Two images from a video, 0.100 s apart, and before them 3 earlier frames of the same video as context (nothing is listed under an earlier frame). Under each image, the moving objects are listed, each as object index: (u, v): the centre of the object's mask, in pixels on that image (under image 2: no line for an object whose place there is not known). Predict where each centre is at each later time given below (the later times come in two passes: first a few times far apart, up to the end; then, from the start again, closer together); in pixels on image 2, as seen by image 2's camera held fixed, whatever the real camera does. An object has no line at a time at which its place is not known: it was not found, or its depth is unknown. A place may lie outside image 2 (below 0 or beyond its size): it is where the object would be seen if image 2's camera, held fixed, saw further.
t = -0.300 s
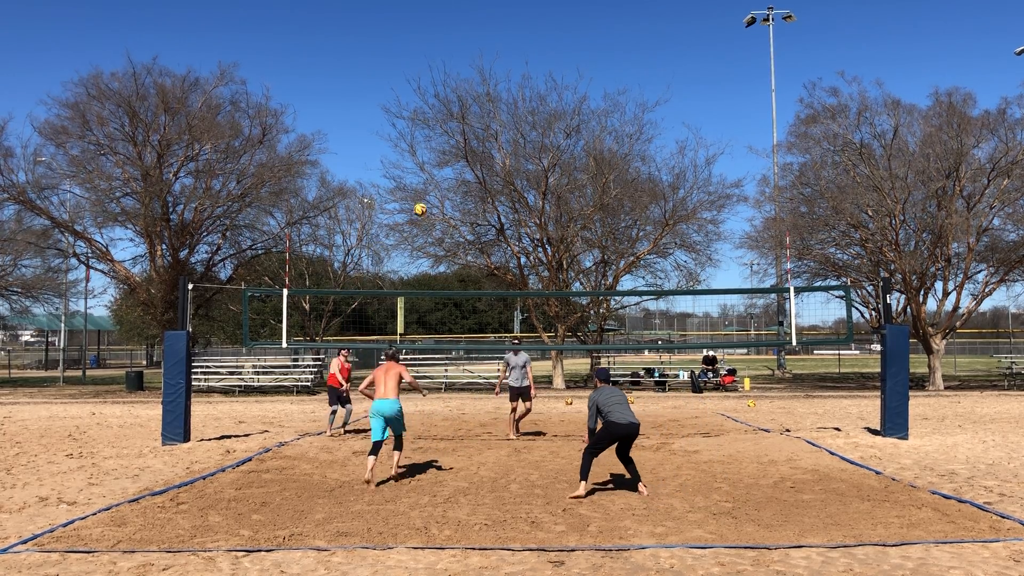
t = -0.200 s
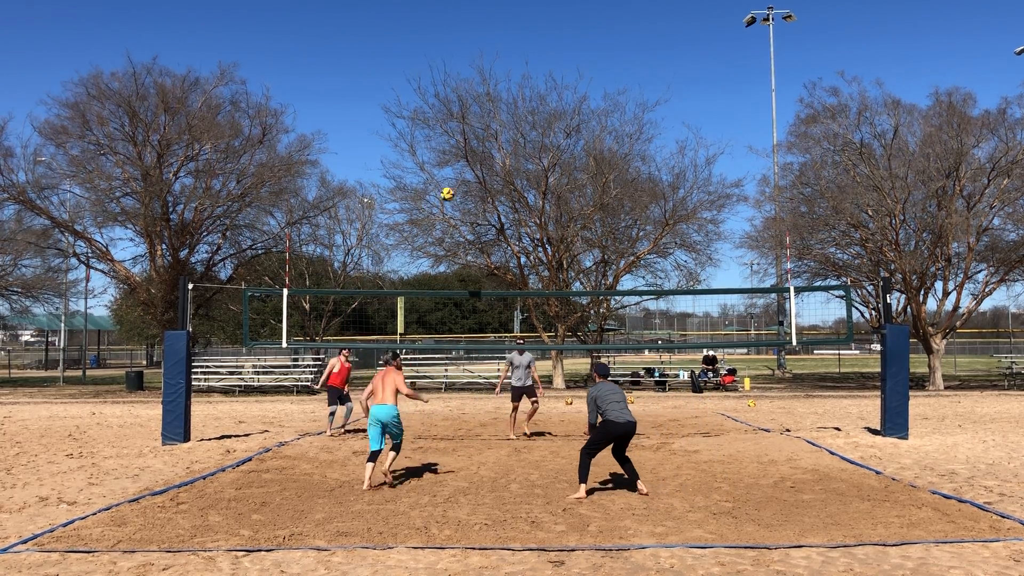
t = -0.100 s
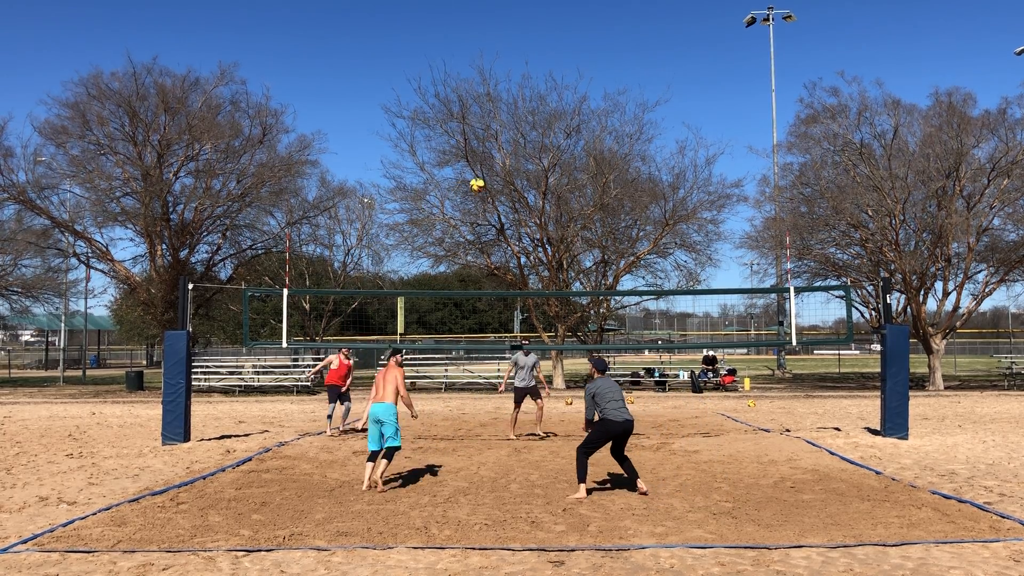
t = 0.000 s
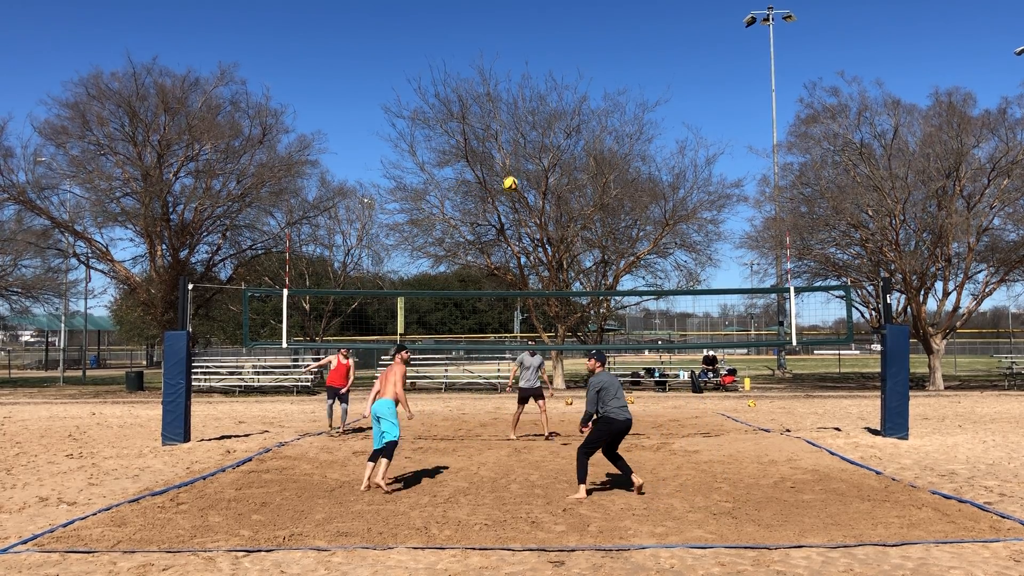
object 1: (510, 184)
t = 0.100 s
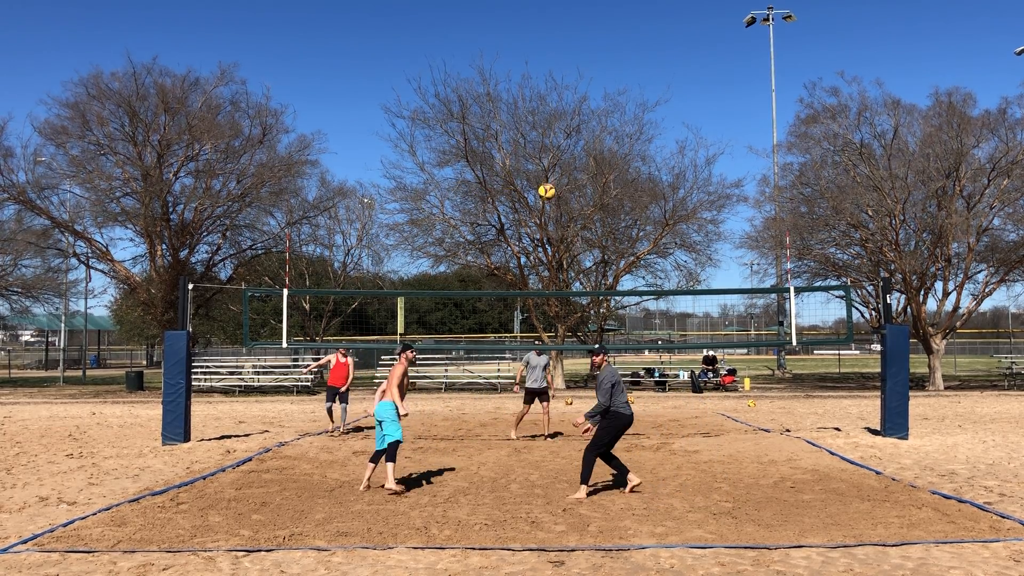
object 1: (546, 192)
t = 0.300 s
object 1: (636, 243)
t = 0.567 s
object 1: (807, 427)
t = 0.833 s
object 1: (999, 445)
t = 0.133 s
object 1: (559, 197)
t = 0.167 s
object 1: (574, 203)
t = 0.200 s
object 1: (588, 210)
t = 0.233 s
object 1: (603, 219)
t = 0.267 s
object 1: (619, 230)
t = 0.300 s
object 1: (636, 243)
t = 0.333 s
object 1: (653, 258)
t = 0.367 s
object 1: (672, 274)
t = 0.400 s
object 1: (691, 293)
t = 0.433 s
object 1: (713, 314)
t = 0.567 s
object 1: (807, 427)
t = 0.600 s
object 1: (834, 465)
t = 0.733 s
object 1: (931, 500)
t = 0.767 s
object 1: (952, 481)
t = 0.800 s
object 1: (975, 462)
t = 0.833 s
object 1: (999, 445)
